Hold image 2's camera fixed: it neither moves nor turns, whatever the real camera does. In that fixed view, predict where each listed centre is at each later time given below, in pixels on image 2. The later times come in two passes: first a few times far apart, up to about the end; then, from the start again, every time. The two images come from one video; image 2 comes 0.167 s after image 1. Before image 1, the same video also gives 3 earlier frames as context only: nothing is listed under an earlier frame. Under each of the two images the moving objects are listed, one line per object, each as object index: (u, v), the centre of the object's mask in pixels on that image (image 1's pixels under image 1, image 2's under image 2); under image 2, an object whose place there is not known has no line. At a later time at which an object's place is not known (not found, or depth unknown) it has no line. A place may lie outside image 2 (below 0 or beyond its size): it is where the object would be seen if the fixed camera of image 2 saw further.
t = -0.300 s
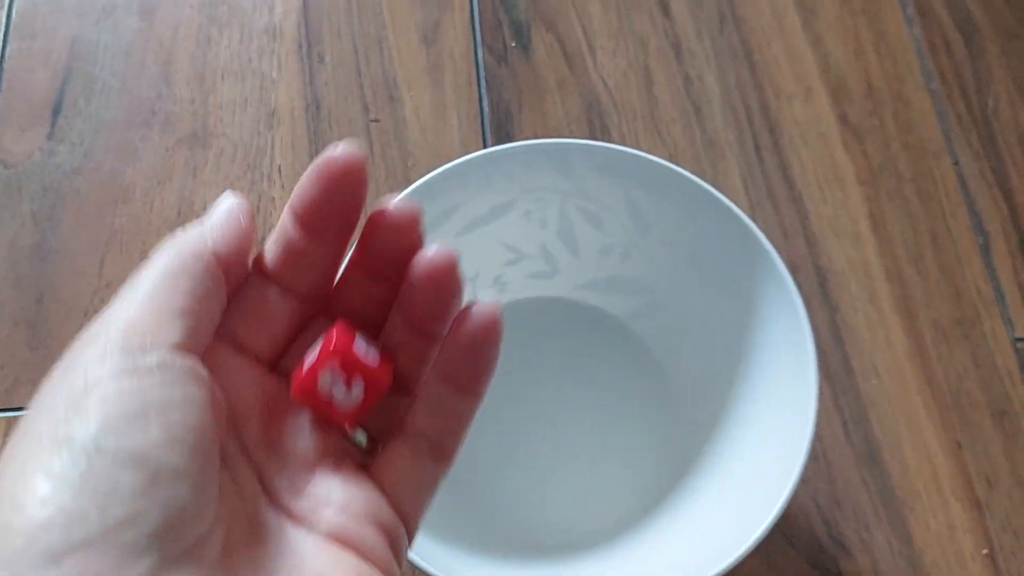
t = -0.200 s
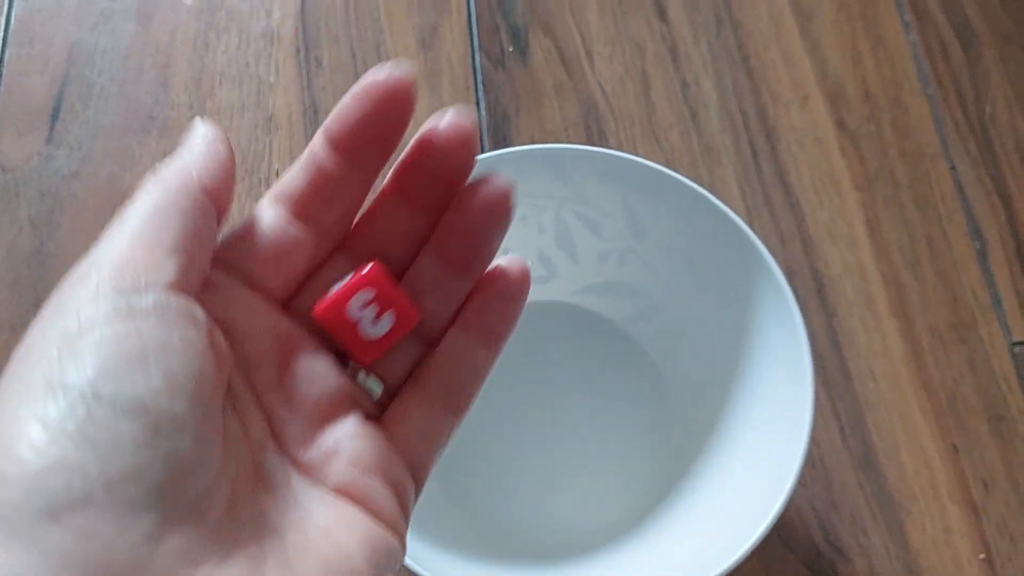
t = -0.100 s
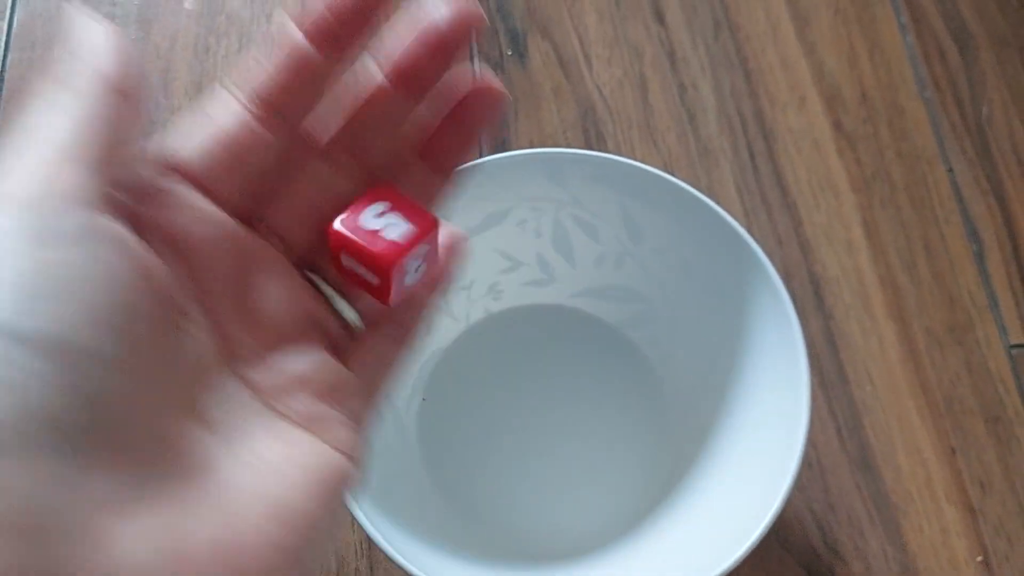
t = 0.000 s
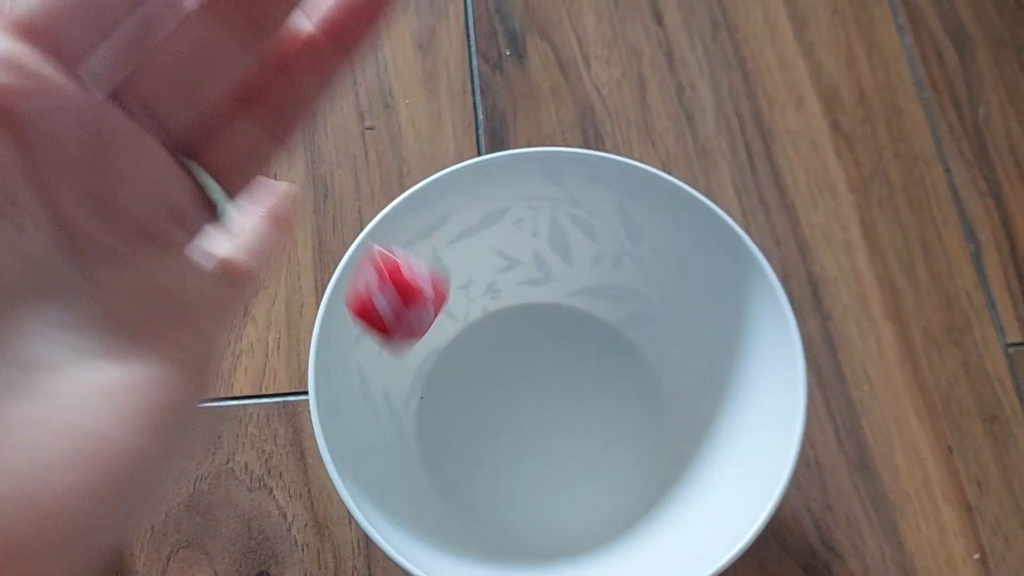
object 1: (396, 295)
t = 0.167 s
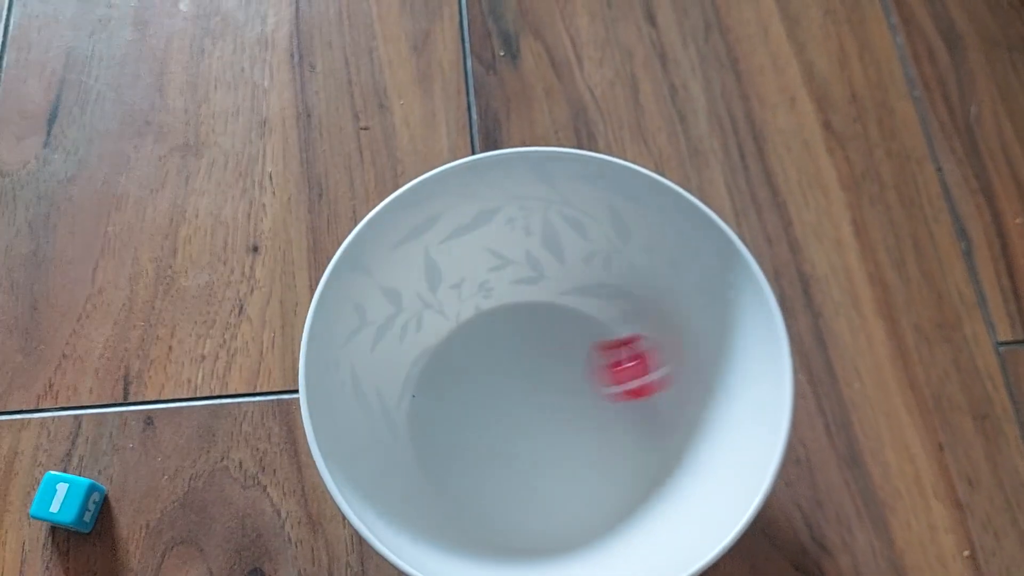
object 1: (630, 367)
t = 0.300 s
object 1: (539, 357)
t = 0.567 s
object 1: (523, 405)
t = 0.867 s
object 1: (536, 415)
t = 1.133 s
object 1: (536, 415)
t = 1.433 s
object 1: (536, 415)
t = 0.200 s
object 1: (633, 364)
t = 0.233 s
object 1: (598, 368)
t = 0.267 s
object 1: (568, 363)
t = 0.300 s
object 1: (539, 357)
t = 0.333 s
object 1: (512, 354)
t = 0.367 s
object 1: (486, 345)
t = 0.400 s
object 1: (464, 338)
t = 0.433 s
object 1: (474, 353)
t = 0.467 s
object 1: (485, 372)
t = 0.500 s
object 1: (501, 387)
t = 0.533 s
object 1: (514, 396)
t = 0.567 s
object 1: (523, 405)
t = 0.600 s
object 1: (530, 411)
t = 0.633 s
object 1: (534, 415)
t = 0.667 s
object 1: (536, 415)
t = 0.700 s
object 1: (536, 415)
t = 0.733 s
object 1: (536, 415)
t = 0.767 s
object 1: (536, 415)
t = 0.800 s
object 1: (536, 415)
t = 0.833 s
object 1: (536, 415)
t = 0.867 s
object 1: (536, 415)
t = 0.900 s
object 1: (536, 415)
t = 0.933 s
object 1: (536, 415)
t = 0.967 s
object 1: (536, 415)
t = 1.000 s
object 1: (536, 415)
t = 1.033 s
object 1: (536, 415)
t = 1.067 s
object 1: (536, 415)
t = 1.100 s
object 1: (536, 415)
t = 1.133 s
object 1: (536, 415)
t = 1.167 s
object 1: (536, 415)
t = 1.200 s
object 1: (535, 415)
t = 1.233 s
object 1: (535, 415)
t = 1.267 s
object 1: (536, 416)
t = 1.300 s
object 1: (535, 416)
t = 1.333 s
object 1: (536, 416)
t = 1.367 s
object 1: (536, 416)
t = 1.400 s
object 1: (536, 416)
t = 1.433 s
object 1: (536, 415)
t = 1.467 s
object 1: (535, 415)
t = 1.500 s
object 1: (536, 415)
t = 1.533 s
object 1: (535, 415)
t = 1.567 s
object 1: (536, 415)
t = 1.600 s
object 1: (536, 415)
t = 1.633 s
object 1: (536, 415)
